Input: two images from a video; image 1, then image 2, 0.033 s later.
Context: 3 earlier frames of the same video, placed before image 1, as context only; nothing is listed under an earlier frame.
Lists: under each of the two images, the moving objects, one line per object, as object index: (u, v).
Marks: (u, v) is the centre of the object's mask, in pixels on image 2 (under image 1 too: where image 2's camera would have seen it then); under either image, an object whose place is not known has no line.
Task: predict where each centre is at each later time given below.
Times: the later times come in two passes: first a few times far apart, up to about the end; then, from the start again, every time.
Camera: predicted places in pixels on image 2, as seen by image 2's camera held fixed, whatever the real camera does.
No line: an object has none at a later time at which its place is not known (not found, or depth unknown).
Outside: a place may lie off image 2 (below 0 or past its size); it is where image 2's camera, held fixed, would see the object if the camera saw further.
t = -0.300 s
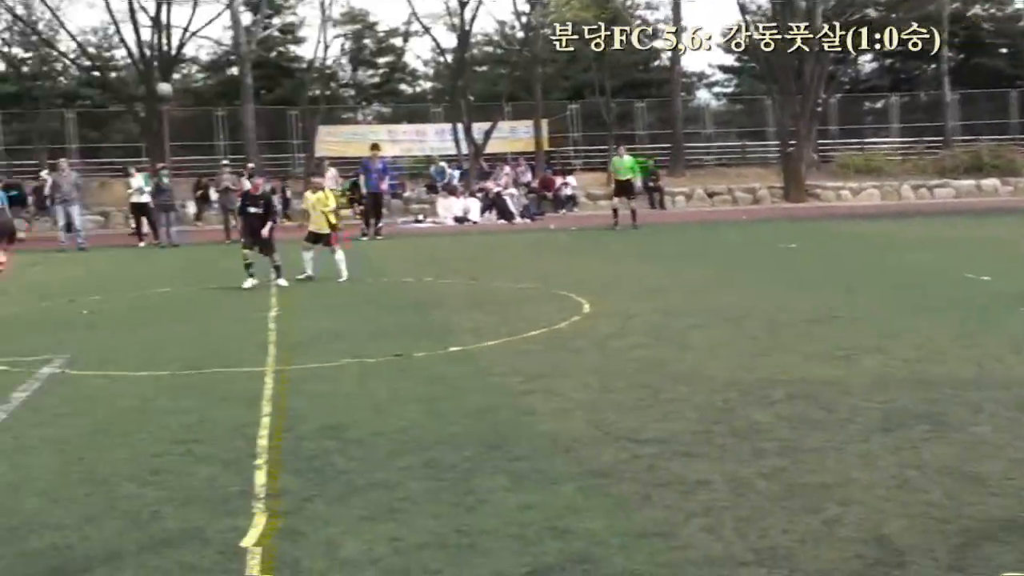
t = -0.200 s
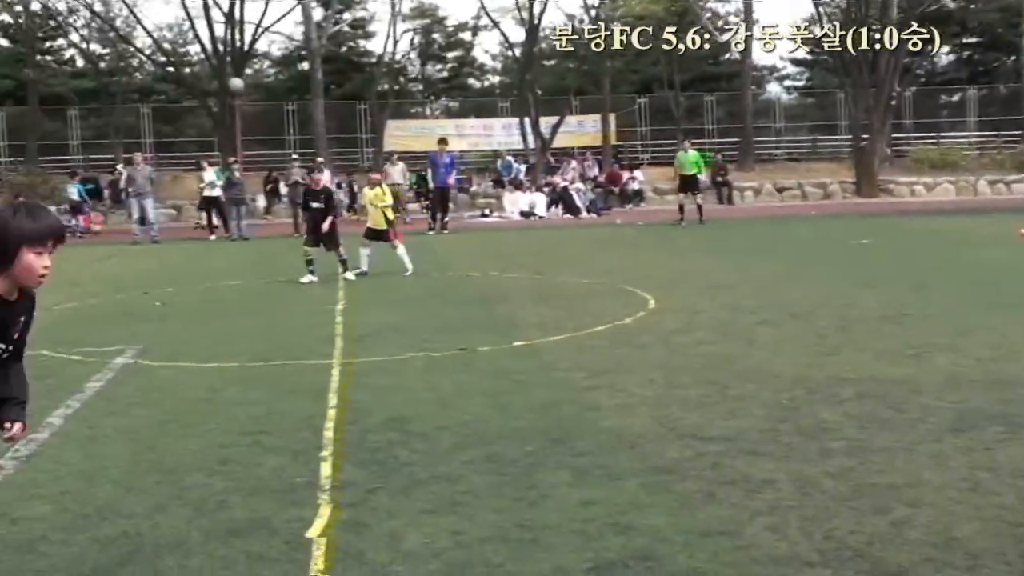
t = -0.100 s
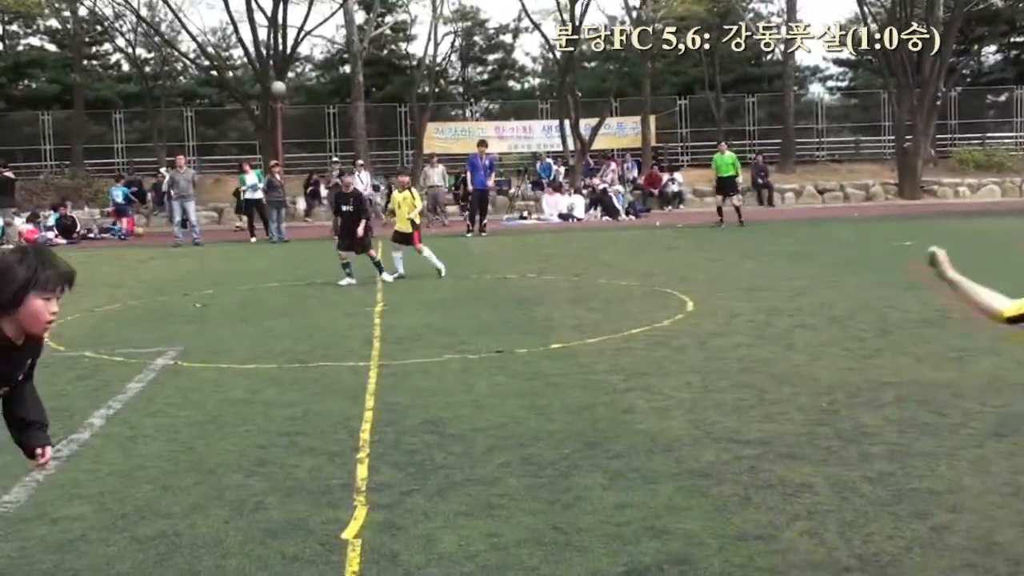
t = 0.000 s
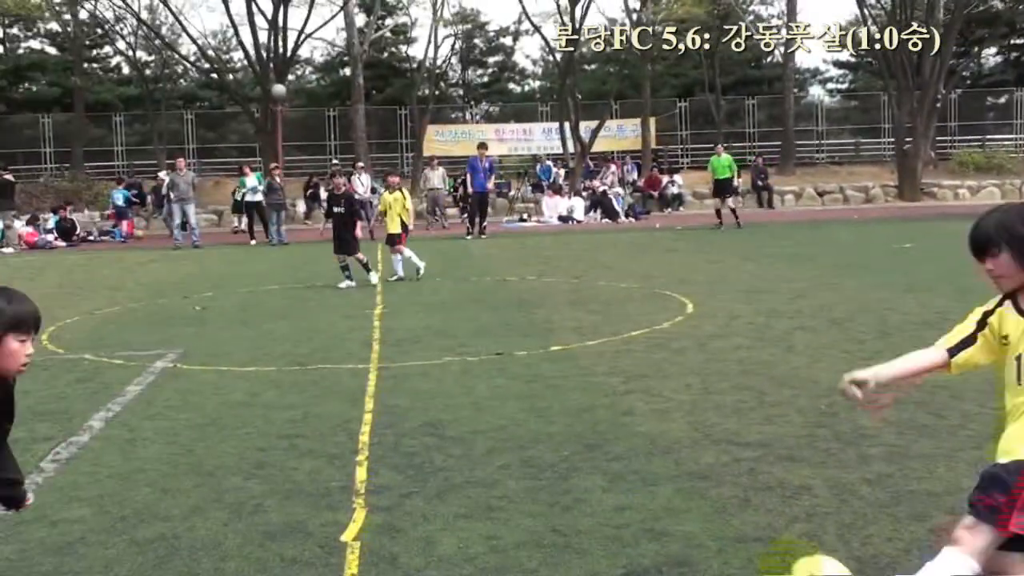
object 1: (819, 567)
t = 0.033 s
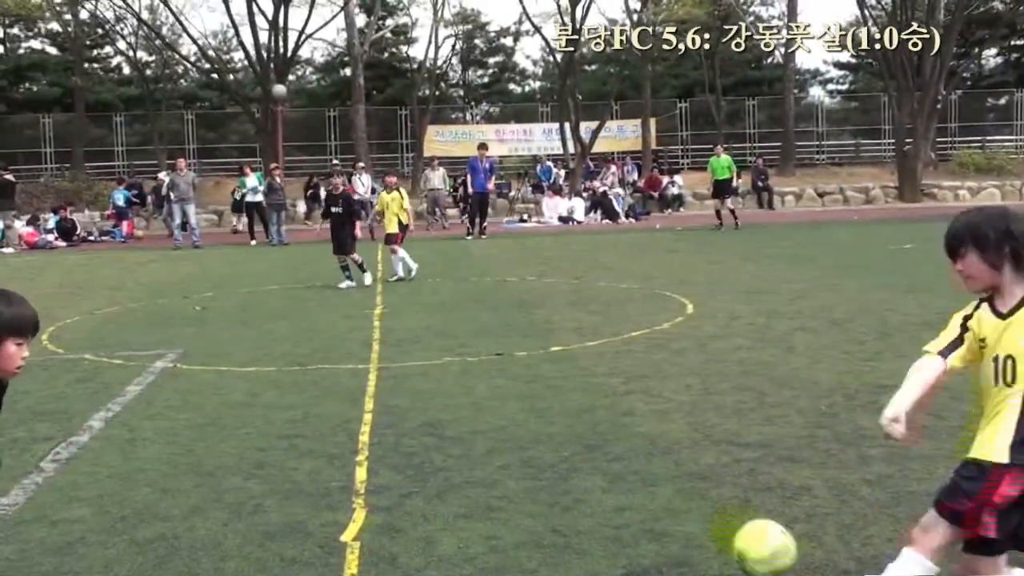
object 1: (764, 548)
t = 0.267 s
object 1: (534, 431)
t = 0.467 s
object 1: (446, 384)
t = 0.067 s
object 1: (716, 518)
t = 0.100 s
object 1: (674, 497)
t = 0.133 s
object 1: (639, 479)
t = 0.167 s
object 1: (605, 466)
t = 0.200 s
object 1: (578, 456)
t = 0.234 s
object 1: (554, 450)
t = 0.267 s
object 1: (534, 431)
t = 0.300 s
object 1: (516, 416)
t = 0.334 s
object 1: (500, 405)
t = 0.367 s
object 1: (484, 396)
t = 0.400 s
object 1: (471, 390)
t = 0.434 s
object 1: (457, 386)
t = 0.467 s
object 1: (446, 384)
